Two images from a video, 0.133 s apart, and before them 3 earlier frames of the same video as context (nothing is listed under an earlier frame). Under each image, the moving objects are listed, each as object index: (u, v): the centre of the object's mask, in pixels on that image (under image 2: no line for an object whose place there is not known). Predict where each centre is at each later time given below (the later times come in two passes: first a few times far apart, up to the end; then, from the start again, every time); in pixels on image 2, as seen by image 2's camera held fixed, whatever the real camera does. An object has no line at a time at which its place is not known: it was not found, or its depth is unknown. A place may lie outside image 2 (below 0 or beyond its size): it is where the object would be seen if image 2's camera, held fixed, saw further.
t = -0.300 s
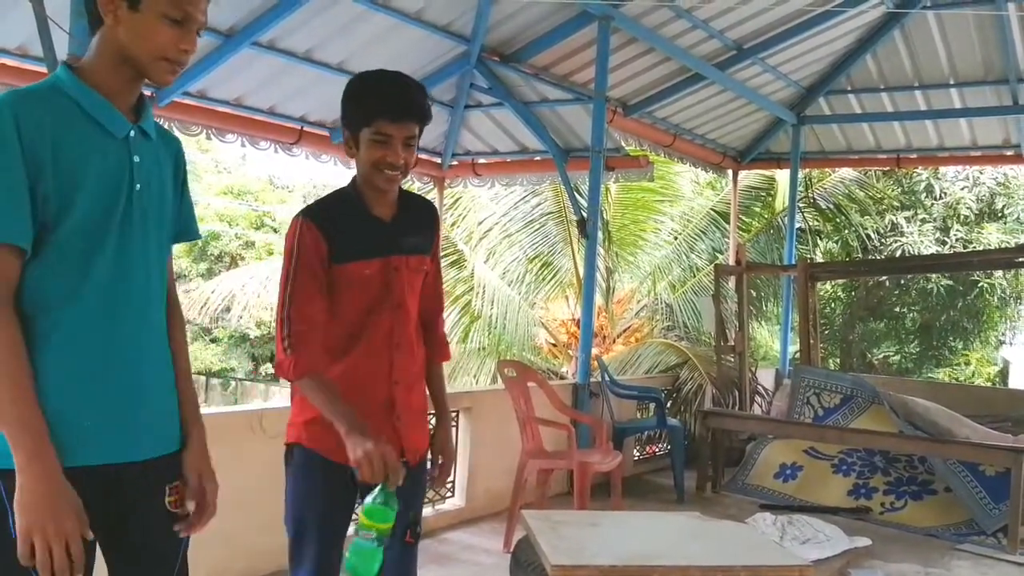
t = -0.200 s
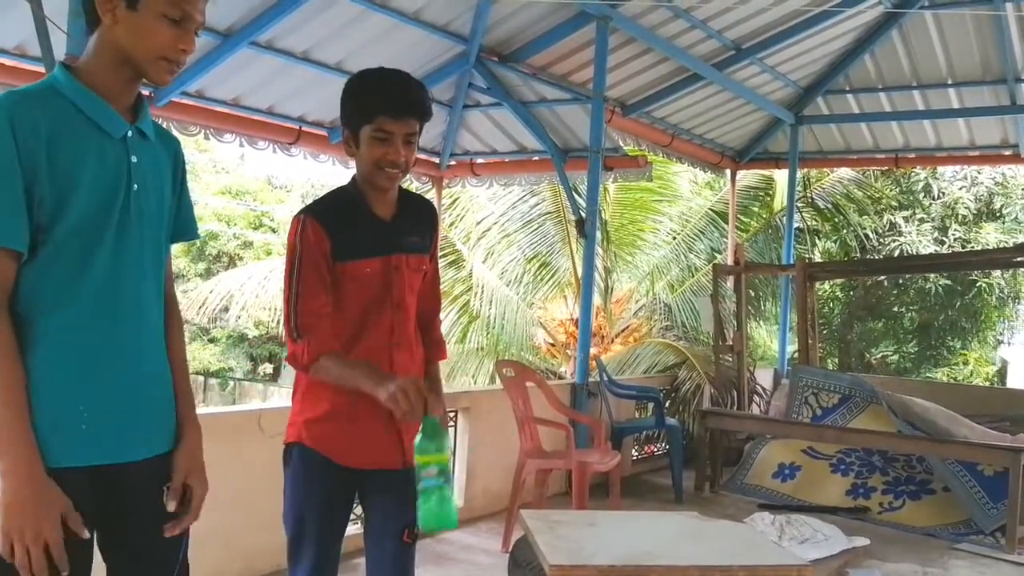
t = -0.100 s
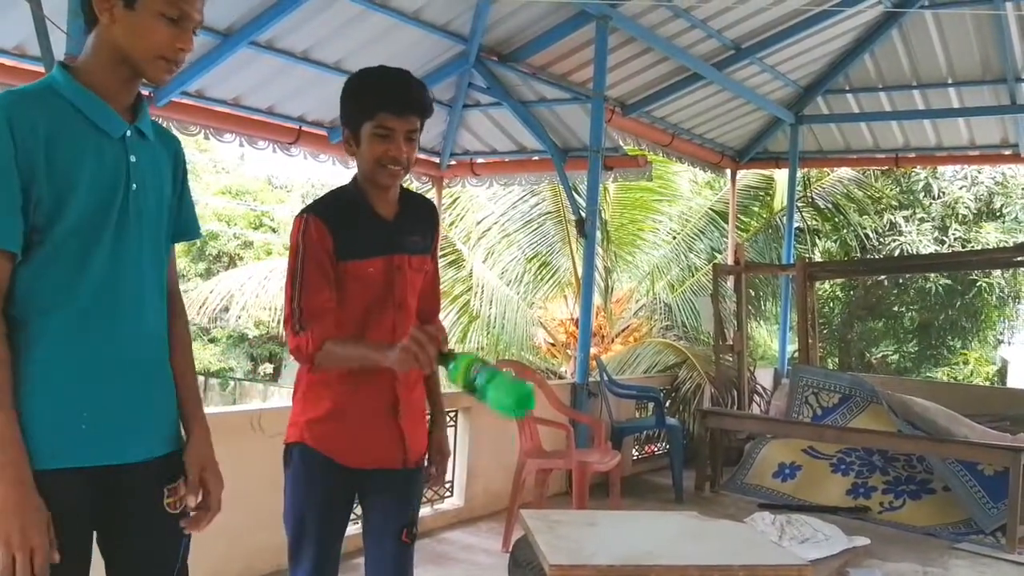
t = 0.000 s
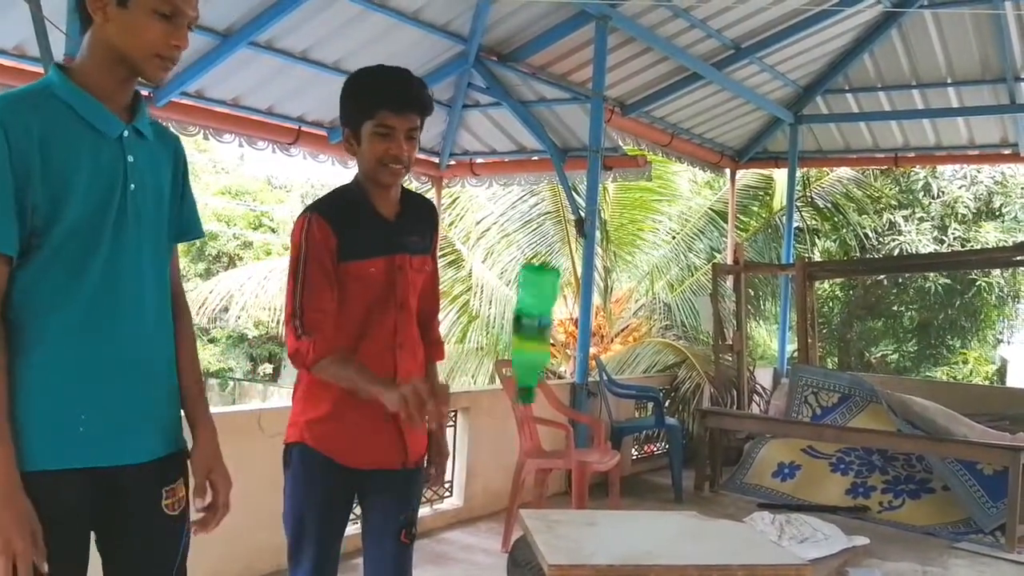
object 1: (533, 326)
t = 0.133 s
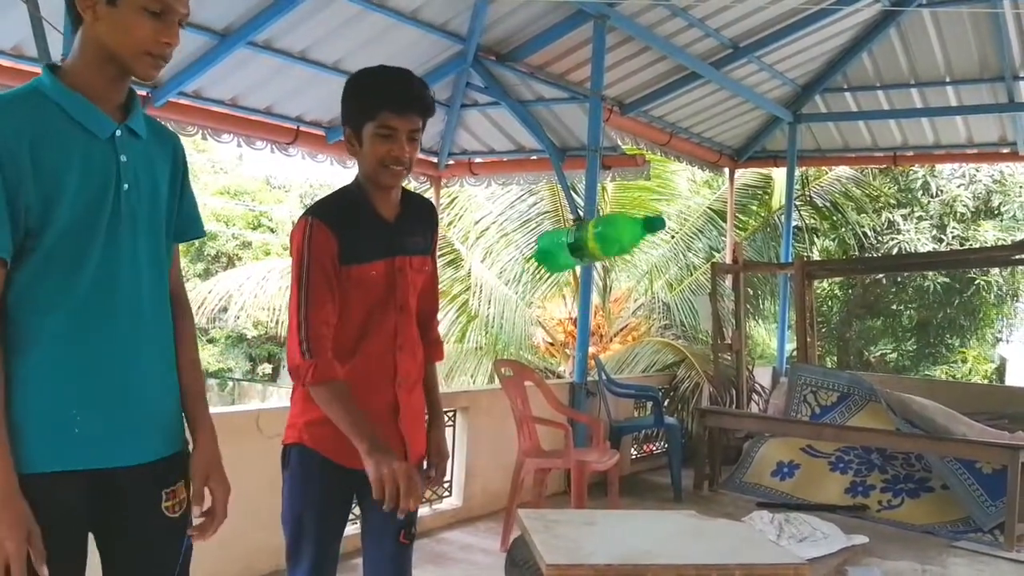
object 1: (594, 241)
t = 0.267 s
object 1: (615, 293)
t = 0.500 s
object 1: (632, 499)
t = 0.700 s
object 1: (624, 504)
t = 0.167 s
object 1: (601, 237)
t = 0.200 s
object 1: (605, 245)
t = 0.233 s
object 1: (610, 265)
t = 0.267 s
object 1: (615, 293)
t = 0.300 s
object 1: (621, 333)
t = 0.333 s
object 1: (628, 386)
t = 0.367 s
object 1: (636, 447)
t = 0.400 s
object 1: (634, 459)
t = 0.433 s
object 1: (631, 474)
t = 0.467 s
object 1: (630, 492)
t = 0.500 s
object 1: (632, 499)
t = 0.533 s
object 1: (631, 499)
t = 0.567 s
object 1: (630, 503)
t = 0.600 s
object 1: (630, 503)
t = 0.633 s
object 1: (627, 504)
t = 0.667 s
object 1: (626, 504)
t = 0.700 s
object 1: (624, 504)
